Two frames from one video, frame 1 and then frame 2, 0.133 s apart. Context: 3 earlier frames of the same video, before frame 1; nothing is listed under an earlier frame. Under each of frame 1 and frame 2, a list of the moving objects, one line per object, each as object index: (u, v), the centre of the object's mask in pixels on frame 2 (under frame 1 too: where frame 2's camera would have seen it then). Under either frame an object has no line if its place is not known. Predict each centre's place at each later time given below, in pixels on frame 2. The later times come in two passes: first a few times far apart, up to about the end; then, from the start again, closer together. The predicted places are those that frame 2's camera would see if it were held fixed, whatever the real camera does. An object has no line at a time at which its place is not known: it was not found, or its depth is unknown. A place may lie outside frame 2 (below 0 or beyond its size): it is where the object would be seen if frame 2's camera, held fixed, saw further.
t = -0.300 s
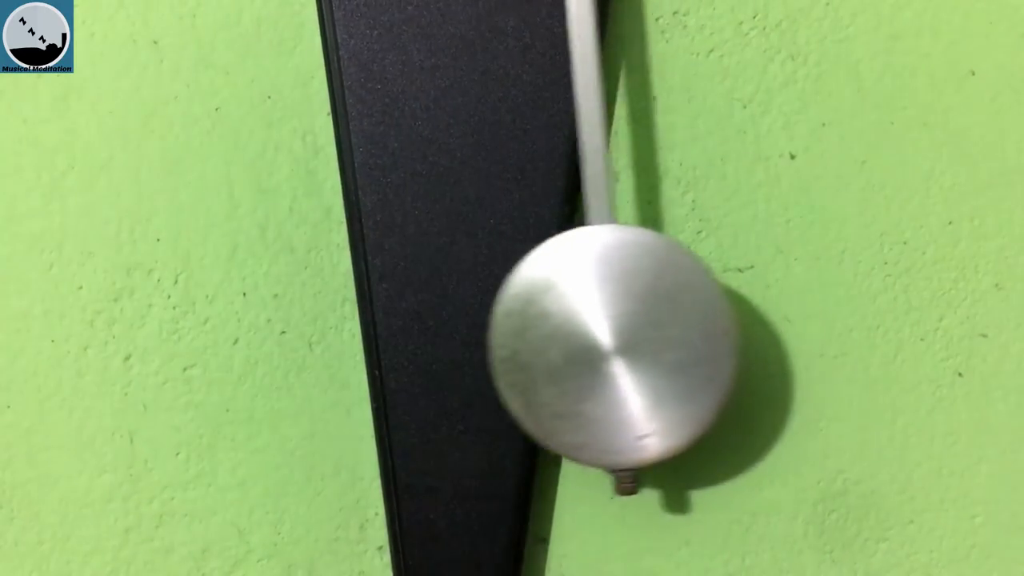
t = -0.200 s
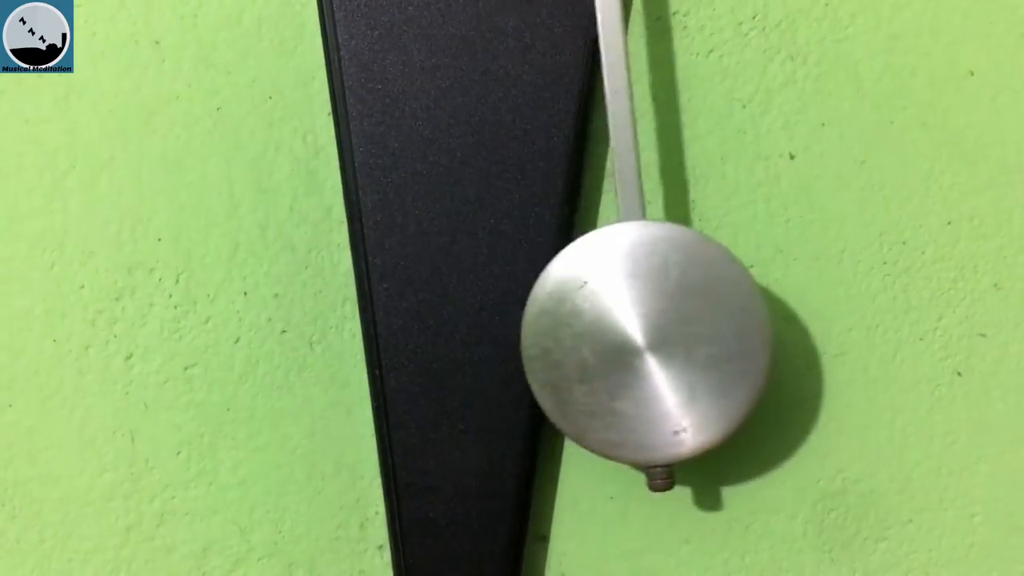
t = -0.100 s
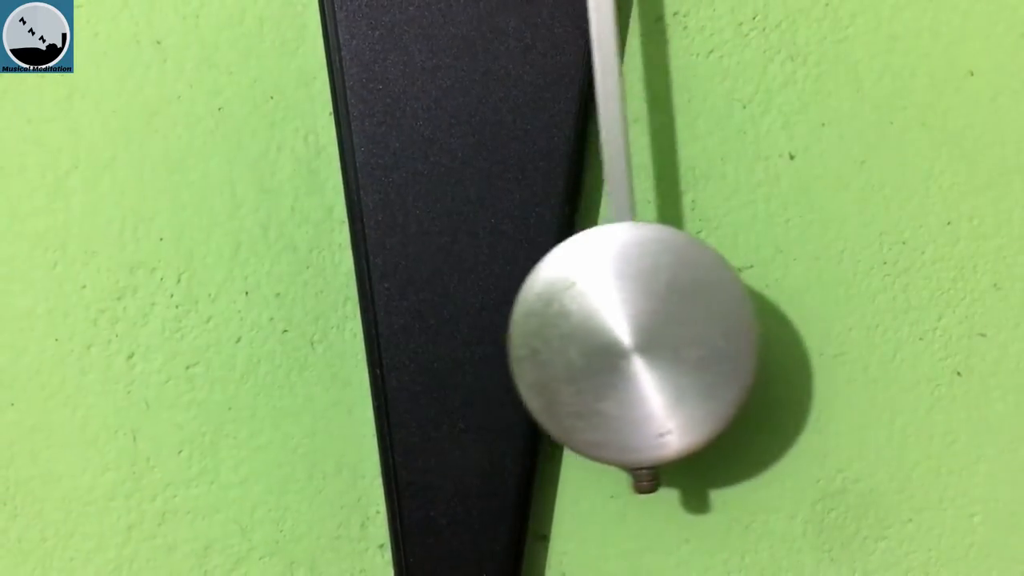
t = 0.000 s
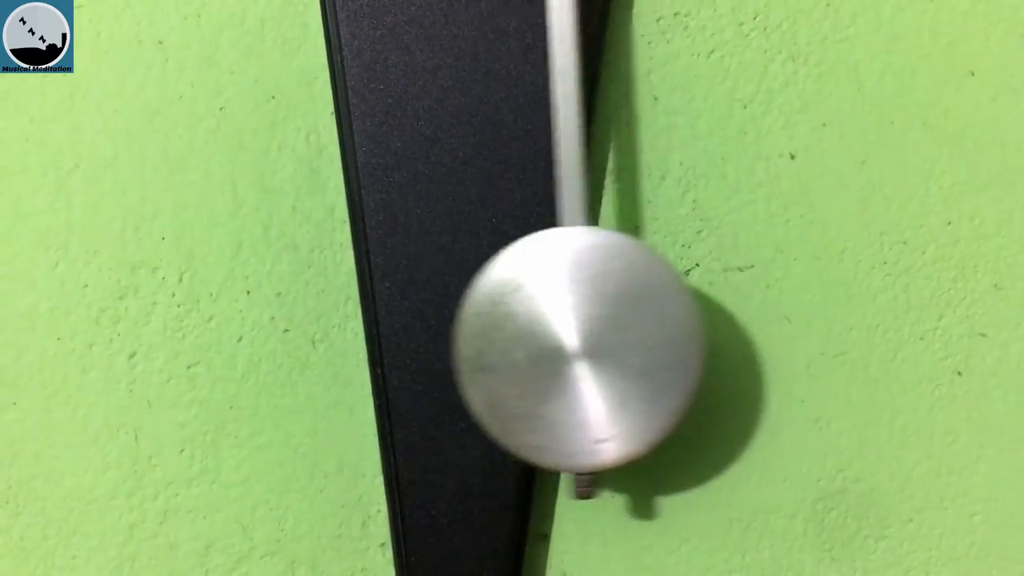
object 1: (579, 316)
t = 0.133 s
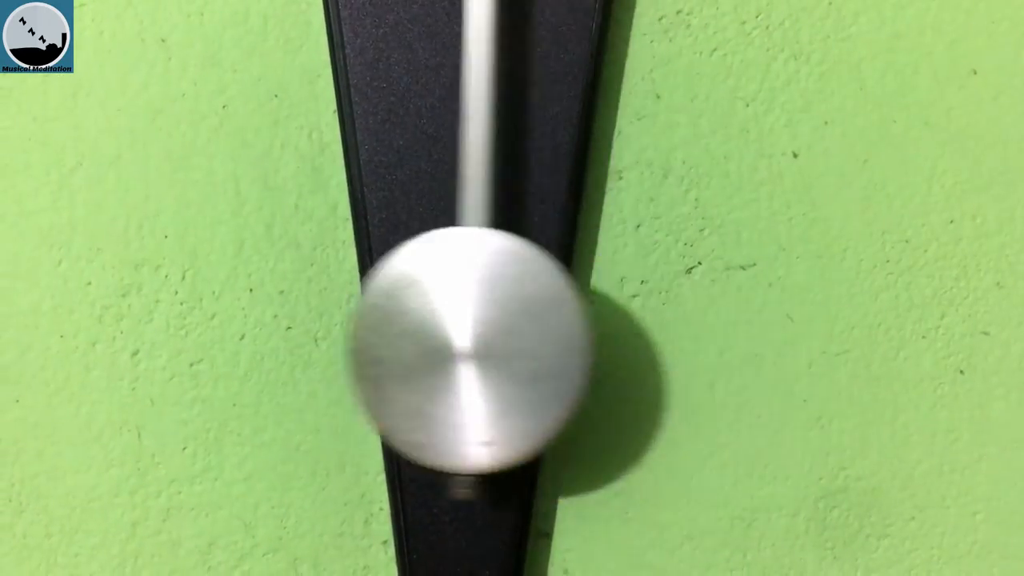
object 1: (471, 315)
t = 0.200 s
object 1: (417, 313)
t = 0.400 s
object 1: (321, 315)
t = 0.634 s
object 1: (423, 317)
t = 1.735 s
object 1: (379, 319)
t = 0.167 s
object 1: (444, 313)
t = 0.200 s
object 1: (417, 313)
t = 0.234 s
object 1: (392, 312)
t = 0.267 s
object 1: (369, 314)
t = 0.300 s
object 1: (350, 313)
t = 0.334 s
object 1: (335, 315)
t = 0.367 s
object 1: (325, 315)
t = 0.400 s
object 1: (321, 315)
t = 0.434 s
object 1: (321, 316)
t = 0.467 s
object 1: (327, 317)
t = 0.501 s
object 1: (338, 317)
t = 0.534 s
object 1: (353, 317)
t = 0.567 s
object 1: (373, 317)
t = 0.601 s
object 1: (396, 318)
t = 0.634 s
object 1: (423, 317)
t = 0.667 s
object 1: (449, 317)
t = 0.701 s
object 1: (478, 316)
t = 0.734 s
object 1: (505, 320)
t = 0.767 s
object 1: (533, 318)
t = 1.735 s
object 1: (379, 319)
